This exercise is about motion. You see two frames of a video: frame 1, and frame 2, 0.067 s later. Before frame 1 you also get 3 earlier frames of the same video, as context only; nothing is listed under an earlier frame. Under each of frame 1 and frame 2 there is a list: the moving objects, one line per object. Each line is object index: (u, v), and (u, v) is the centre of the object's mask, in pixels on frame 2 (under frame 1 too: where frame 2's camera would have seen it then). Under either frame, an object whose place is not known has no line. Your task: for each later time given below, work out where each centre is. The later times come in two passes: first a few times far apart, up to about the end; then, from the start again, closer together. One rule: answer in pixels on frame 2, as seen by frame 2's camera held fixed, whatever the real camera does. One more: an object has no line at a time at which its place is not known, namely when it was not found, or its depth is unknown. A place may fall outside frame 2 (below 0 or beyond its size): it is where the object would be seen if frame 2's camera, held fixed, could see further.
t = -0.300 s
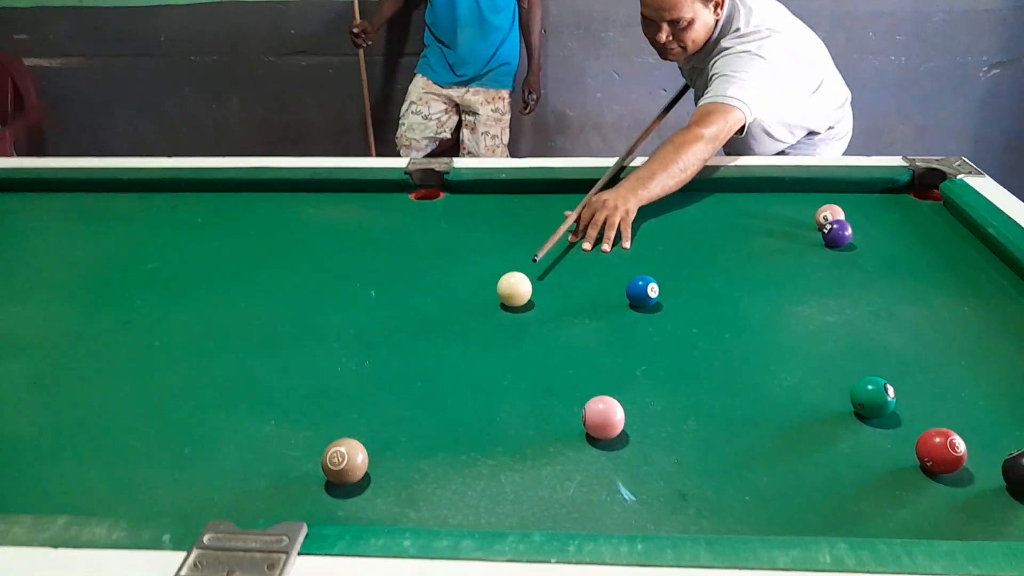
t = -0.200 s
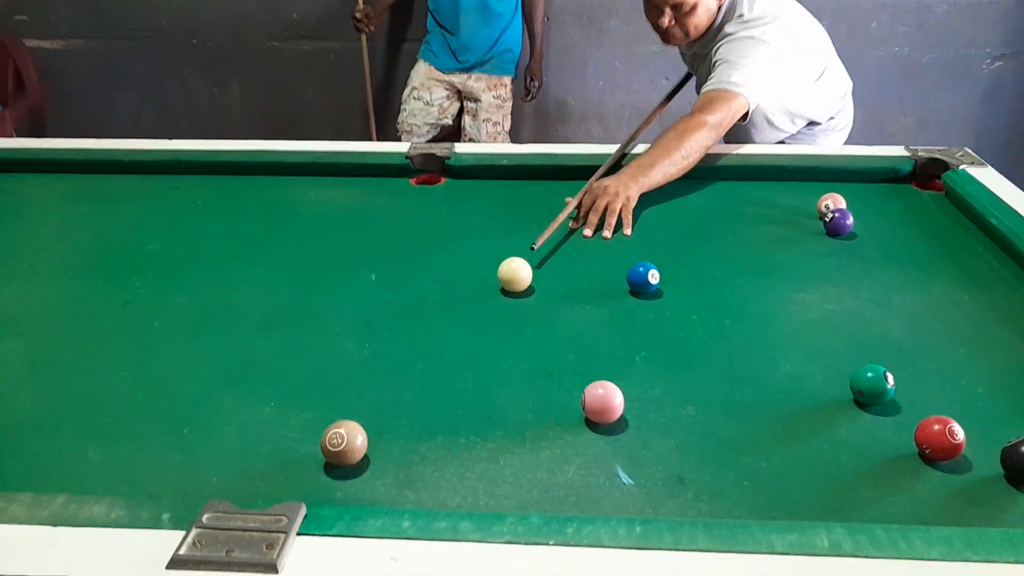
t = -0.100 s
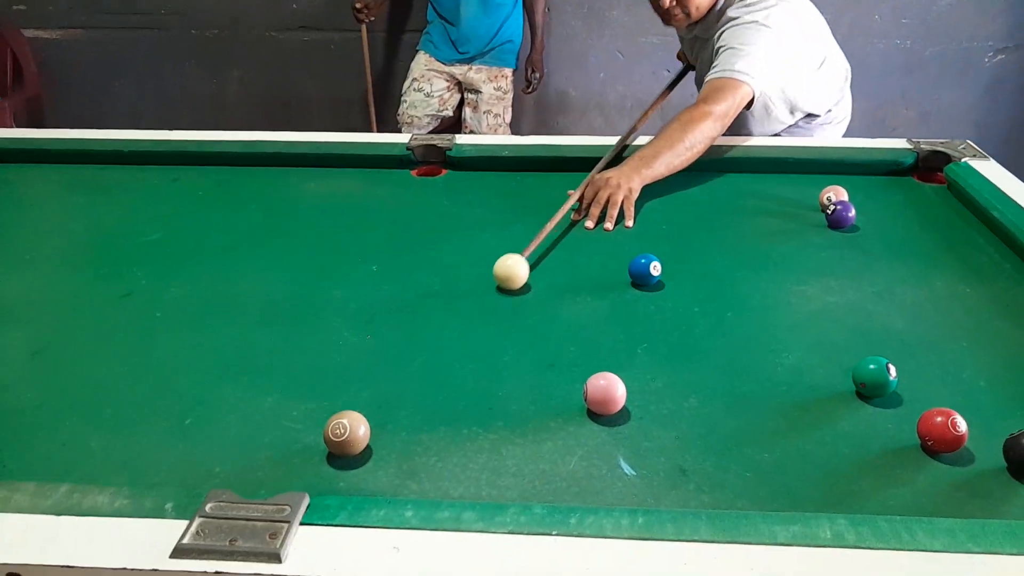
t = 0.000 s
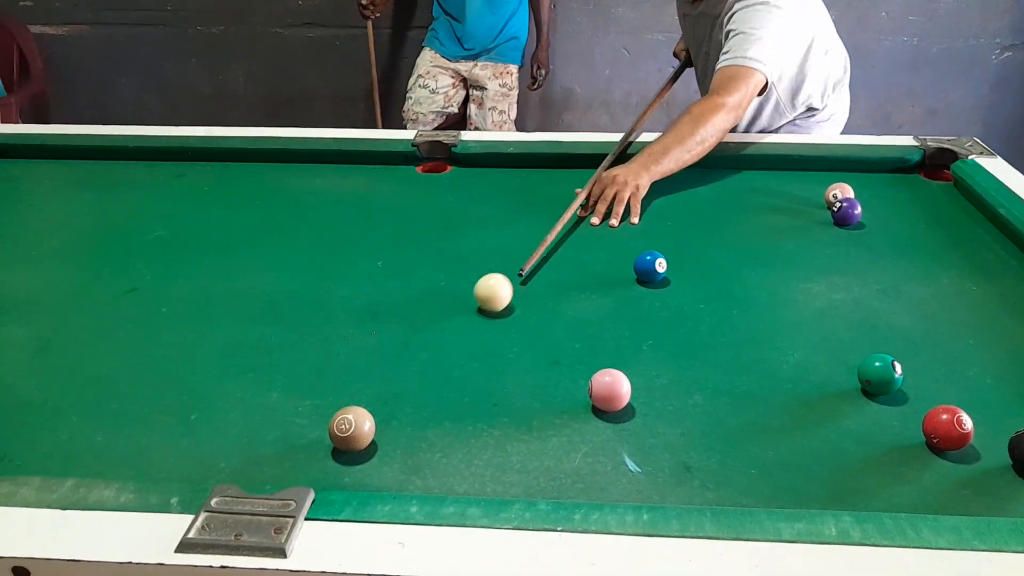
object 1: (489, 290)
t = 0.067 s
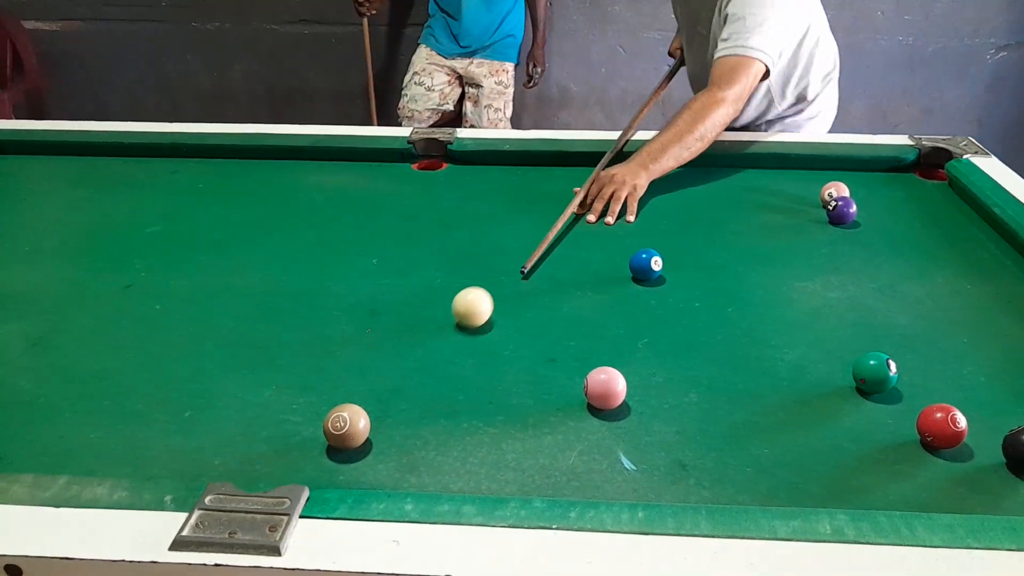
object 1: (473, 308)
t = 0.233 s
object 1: (425, 356)
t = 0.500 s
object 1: (373, 422)
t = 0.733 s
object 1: (355, 461)
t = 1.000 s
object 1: (357, 453)
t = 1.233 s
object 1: (364, 433)
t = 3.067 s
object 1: (370, 403)
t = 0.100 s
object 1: (464, 317)
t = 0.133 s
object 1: (454, 326)
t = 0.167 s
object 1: (445, 336)
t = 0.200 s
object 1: (435, 346)
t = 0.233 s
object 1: (425, 356)
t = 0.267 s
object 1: (415, 366)
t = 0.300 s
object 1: (404, 378)
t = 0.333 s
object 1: (393, 390)
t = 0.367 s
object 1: (383, 400)
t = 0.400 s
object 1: (380, 406)
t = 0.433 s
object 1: (378, 411)
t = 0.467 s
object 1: (376, 417)
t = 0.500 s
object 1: (373, 422)
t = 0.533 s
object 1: (371, 427)
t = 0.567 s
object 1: (368, 433)
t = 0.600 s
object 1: (366, 438)
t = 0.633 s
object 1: (363, 444)
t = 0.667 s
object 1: (361, 450)
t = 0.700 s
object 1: (358, 456)
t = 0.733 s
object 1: (355, 461)
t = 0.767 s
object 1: (353, 465)
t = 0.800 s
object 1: (351, 469)
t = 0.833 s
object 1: (351, 468)
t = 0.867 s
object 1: (352, 466)
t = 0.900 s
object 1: (353, 463)
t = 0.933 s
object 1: (354, 460)
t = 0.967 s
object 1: (356, 457)
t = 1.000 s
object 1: (357, 453)
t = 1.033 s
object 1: (358, 450)
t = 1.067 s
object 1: (359, 447)
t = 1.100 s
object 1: (360, 444)
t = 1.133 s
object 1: (361, 441)
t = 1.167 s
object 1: (362, 438)
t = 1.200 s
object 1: (363, 435)
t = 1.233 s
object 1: (364, 433)
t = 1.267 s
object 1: (364, 430)
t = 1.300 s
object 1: (365, 428)
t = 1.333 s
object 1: (366, 426)
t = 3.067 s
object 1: (370, 403)
